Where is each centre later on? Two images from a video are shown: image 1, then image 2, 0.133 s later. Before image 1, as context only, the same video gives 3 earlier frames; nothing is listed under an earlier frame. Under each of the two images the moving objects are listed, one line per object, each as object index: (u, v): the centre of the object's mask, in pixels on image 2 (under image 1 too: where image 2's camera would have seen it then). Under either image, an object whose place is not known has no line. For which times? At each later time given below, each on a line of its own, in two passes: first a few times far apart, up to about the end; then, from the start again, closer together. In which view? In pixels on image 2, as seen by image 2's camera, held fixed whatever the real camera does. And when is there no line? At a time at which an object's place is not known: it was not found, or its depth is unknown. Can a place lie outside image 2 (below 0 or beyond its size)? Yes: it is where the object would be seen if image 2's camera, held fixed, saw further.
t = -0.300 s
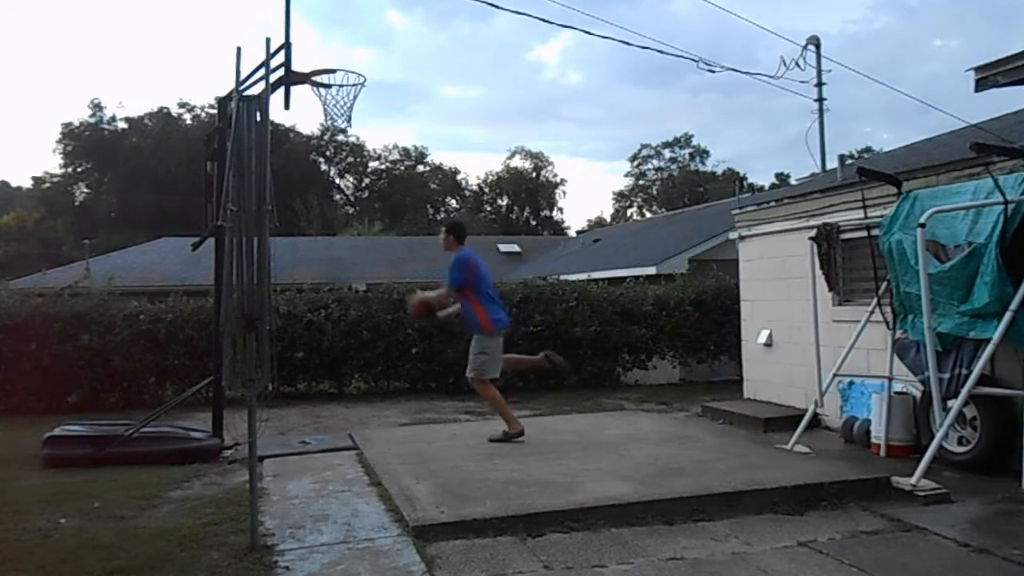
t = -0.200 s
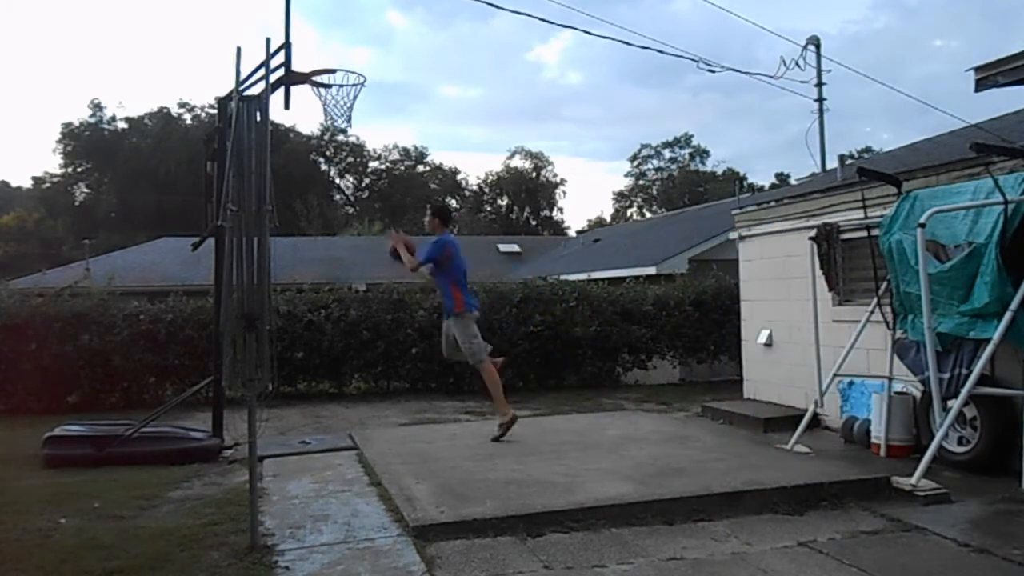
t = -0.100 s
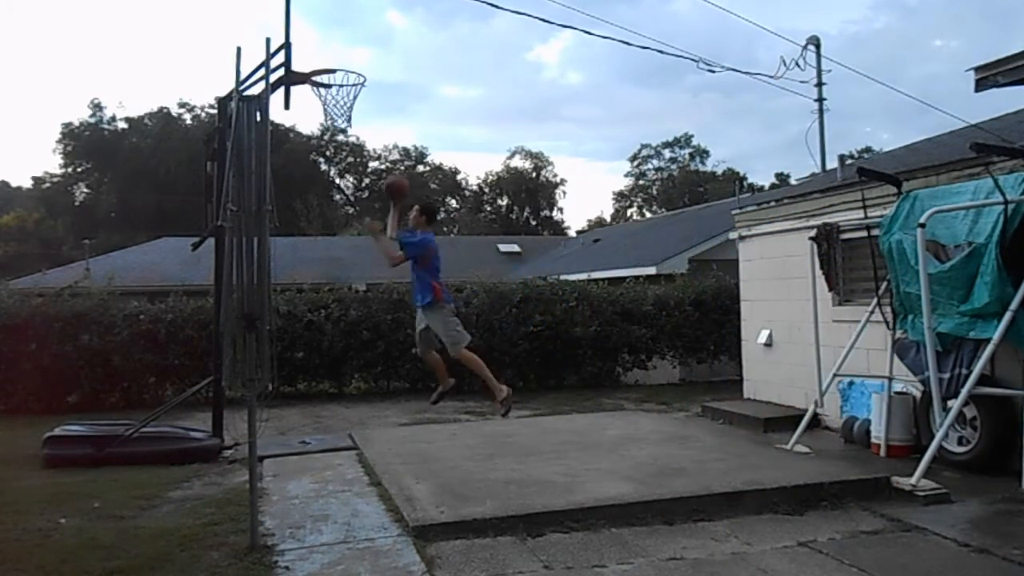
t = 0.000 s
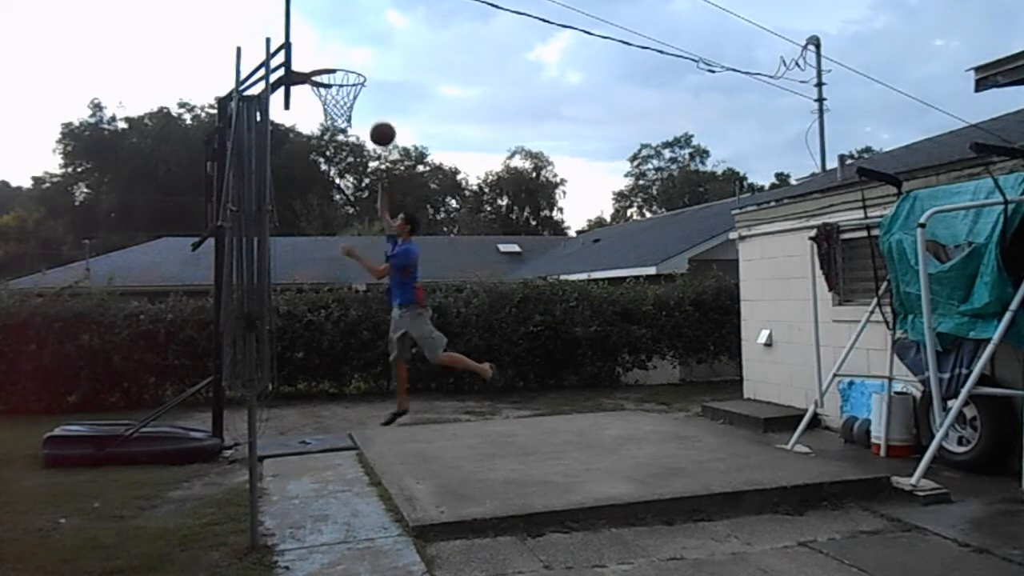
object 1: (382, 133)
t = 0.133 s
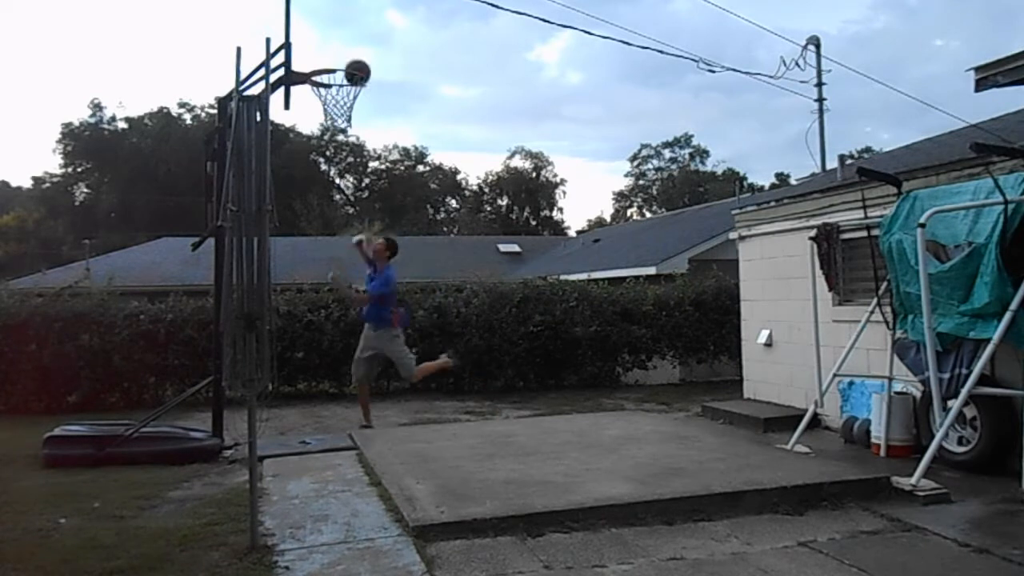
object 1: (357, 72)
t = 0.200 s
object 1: (344, 49)
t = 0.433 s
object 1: (306, 8)
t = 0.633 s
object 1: (333, 42)
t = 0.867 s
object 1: (340, 119)
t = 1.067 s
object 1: (331, 184)
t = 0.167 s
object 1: (351, 60)
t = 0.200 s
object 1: (344, 49)
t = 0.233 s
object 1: (337, 38)
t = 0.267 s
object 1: (330, 29)
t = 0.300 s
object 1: (324, 21)
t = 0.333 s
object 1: (317, 14)
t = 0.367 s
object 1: (311, 10)
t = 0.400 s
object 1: (305, 8)
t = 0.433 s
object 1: (306, 8)
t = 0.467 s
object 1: (310, 10)
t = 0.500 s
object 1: (315, 13)
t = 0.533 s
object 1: (319, 18)
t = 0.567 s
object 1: (324, 25)
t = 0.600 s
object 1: (328, 33)
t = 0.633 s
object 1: (333, 42)
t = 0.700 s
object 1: (343, 66)
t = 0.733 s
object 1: (344, 78)
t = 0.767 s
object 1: (343, 90)
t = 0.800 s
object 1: (342, 102)
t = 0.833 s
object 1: (341, 112)
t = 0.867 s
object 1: (340, 119)
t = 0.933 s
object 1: (337, 136)
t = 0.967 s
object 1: (334, 146)
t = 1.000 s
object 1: (333, 157)
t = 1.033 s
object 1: (332, 170)
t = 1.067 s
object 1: (331, 184)
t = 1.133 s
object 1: (329, 214)
